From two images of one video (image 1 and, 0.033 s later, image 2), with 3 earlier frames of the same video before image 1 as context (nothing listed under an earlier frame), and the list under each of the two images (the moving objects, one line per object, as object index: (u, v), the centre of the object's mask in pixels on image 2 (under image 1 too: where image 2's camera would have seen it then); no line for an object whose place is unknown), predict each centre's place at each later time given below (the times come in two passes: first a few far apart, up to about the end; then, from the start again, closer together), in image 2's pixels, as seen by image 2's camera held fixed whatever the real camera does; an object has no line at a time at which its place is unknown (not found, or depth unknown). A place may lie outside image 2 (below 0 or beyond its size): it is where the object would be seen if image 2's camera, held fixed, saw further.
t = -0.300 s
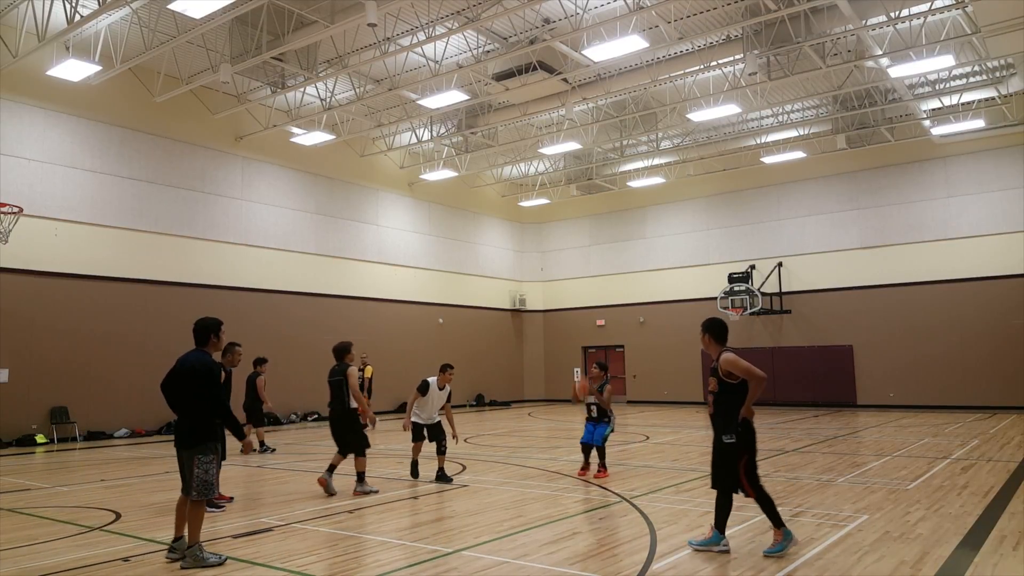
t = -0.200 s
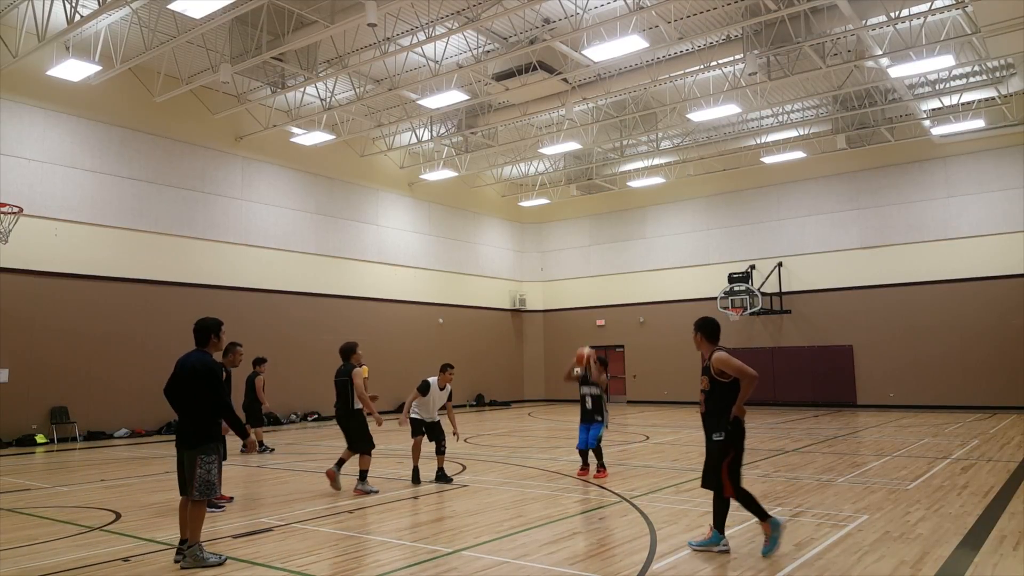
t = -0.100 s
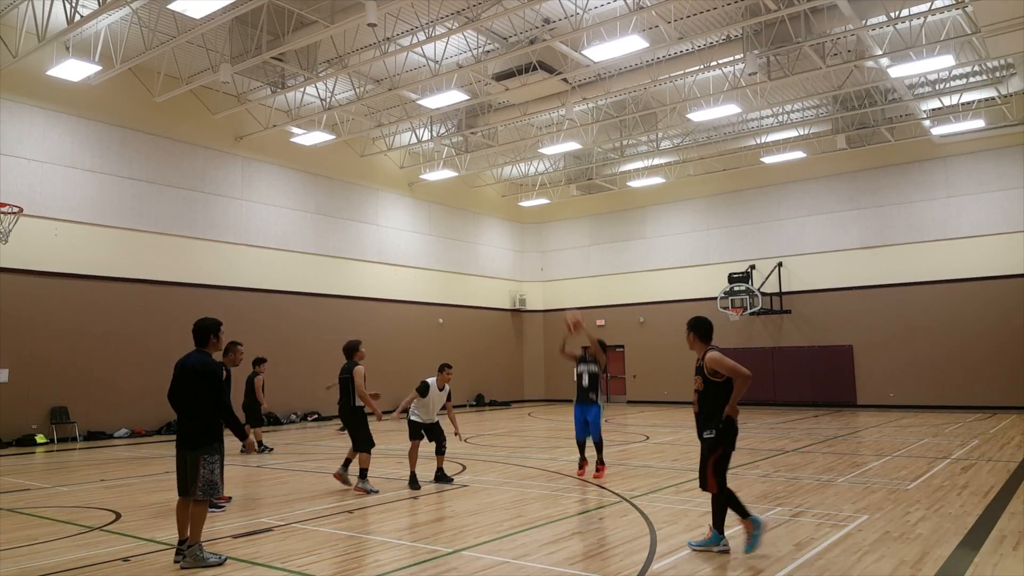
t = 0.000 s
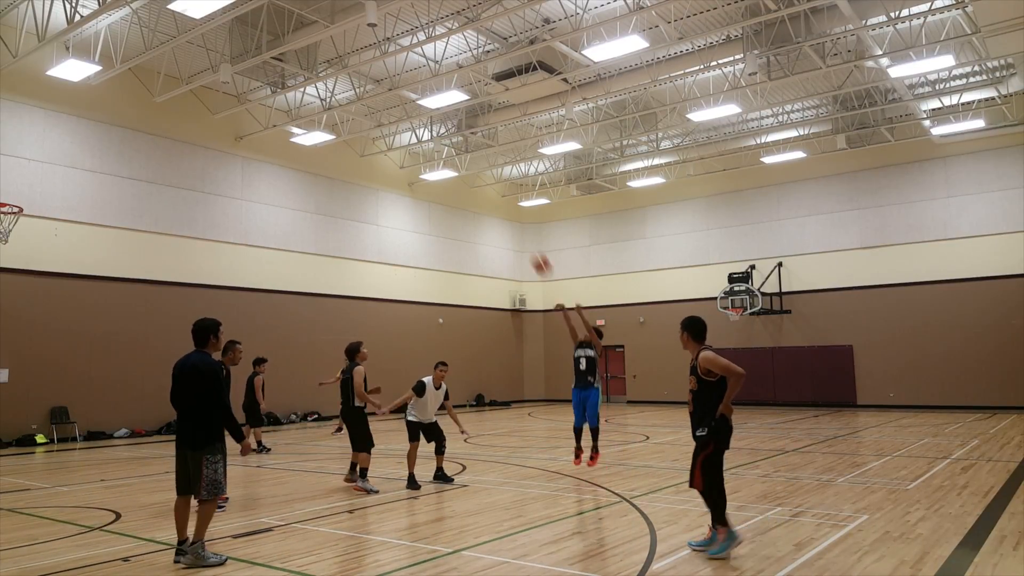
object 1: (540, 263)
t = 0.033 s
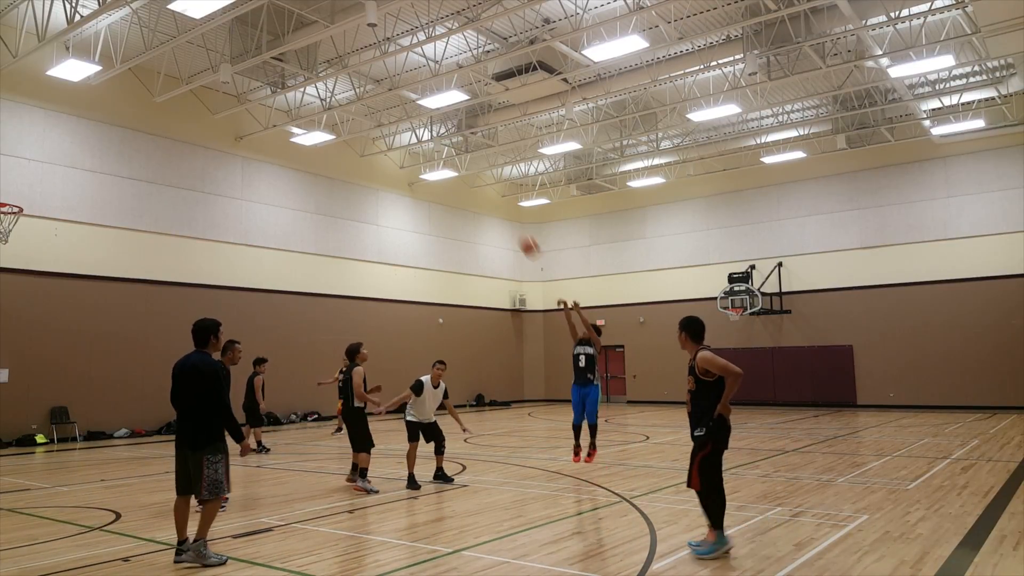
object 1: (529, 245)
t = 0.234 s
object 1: (457, 156)
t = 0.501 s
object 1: (357, 80)
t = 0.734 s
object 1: (265, 60)
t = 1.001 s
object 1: (150, 92)
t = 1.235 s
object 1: (44, 172)
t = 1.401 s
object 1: (3, 185)
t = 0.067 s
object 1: (517, 228)
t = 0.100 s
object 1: (504, 212)
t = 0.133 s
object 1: (492, 198)
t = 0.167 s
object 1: (479, 182)
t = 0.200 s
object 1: (469, 170)
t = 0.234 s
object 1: (457, 156)
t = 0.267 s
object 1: (443, 144)
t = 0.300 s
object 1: (432, 132)
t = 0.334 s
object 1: (418, 121)
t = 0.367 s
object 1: (407, 111)
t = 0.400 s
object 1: (395, 102)
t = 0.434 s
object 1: (381, 94)
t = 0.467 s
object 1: (368, 86)
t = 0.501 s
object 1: (357, 80)
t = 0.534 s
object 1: (343, 75)
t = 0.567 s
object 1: (331, 70)
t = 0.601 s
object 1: (317, 66)
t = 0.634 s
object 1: (304, 63)
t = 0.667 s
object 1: (291, 61)
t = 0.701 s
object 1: (277, 60)
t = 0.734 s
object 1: (265, 60)
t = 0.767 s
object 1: (251, 60)
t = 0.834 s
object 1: (221, 65)
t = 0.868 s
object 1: (208, 68)
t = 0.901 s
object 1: (194, 72)
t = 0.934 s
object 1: (181, 77)
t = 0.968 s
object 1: (165, 83)
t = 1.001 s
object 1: (150, 92)
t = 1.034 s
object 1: (137, 99)
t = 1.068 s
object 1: (121, 109)
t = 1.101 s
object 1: (106, 119)
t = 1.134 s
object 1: (91, 131)
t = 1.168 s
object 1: (75, 143)
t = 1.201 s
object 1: (60, 157)
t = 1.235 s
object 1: (44, 172)
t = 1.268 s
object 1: (28, 187)
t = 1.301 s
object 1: (15, 201)
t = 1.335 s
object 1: (10, 194)
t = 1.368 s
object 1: (5, 189)
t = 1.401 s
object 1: (3, 185)
